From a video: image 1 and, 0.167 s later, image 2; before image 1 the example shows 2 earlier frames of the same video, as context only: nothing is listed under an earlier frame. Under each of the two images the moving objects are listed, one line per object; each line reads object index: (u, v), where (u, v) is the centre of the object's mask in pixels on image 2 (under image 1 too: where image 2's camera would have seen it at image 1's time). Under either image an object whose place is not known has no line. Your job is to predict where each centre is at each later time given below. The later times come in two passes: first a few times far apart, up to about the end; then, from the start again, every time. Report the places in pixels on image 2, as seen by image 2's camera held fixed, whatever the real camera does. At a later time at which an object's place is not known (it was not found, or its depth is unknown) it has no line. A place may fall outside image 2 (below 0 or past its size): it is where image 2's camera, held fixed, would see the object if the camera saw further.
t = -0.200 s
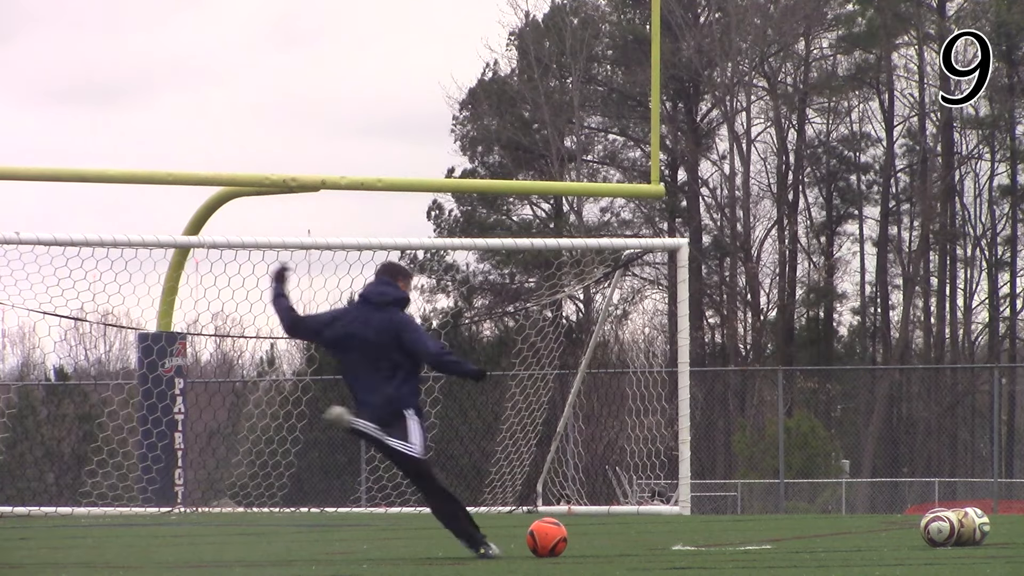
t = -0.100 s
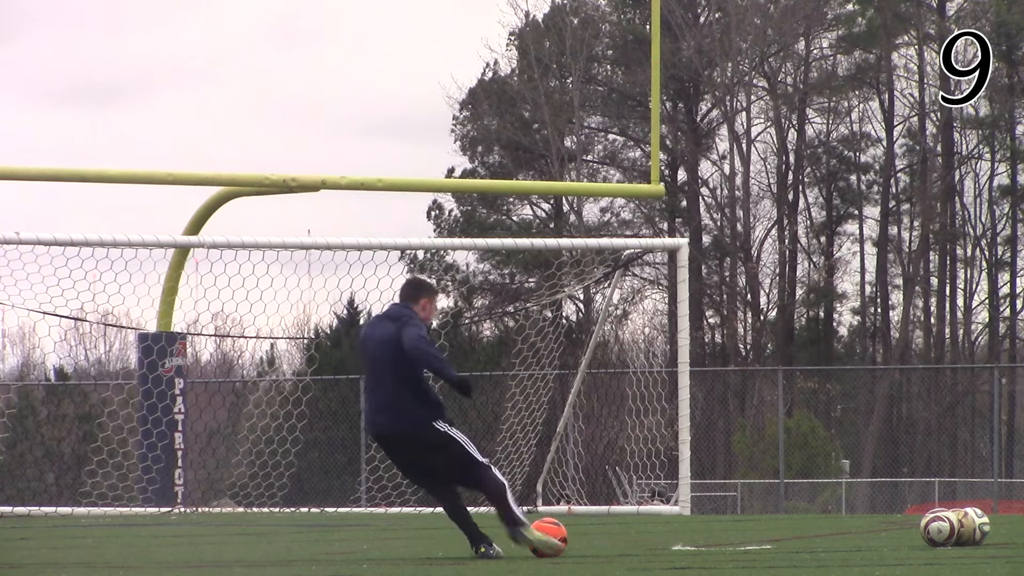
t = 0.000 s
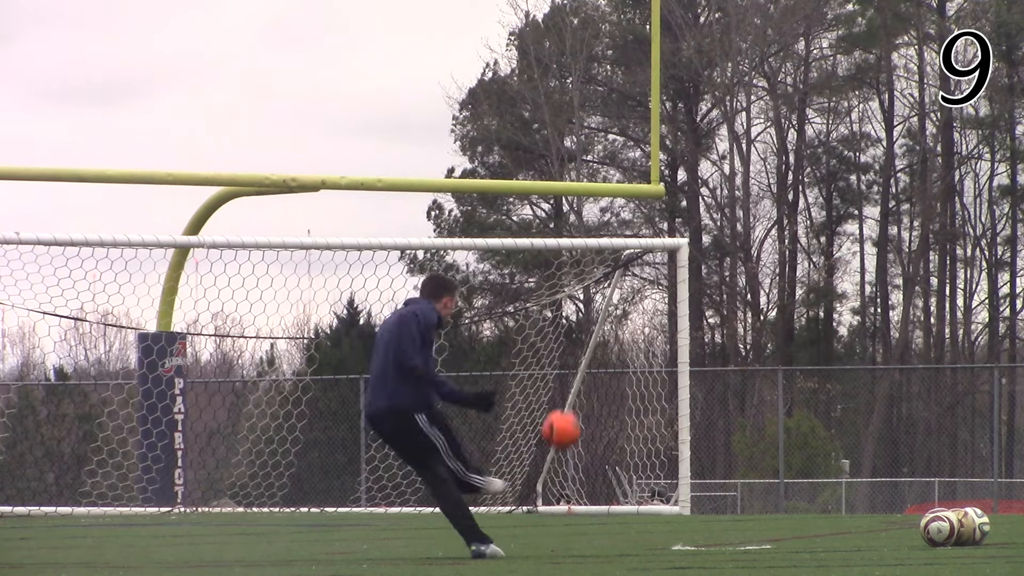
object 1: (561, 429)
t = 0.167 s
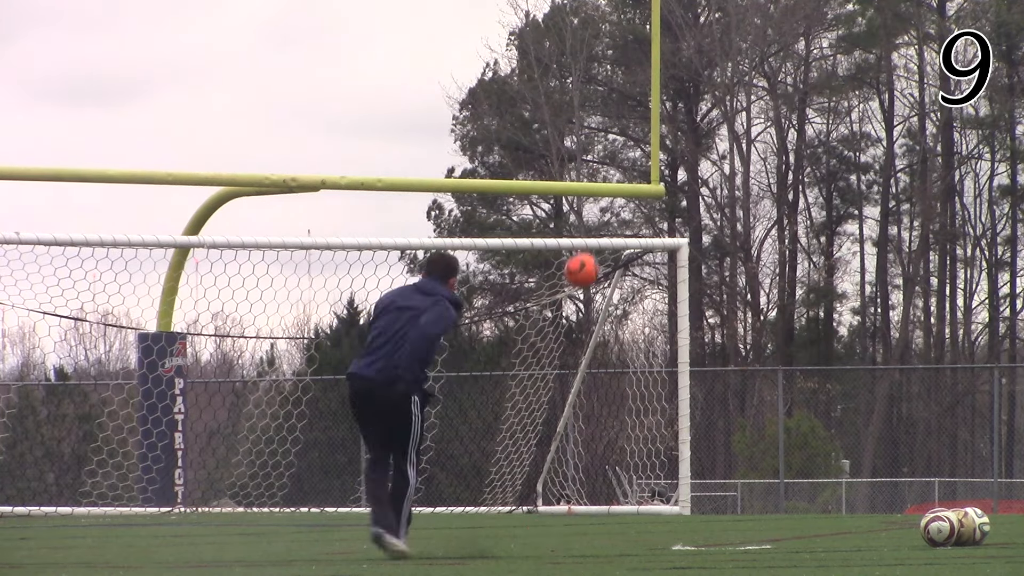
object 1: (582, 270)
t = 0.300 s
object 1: (603, 191)
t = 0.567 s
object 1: (636, 148)
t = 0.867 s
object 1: (661, 234)
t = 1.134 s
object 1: (574, 363)
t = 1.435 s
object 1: (479, 506)
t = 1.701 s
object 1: (457, 476)
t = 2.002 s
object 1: (453, 498)
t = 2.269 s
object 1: (457, 505)
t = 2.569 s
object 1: (461, 504)
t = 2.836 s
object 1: (453, 505)
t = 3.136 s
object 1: (453, 505)
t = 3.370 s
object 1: (457, 505)
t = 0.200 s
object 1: (586, 247)
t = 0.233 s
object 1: (591, 225)
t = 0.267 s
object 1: (597, 206)
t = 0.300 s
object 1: (603, 191)
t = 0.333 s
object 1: (609, 178)
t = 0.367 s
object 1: (615, 168)
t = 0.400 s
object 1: (620, 160)
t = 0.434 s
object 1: (624, 154)
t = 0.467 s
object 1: (628, 149)
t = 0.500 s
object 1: (631, 146)
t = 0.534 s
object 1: (633, 146)
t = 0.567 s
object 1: (636, 148)
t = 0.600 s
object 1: (639, 152)
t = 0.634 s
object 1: (642, 157)
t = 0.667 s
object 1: (646, 164)
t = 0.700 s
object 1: (649, 173)
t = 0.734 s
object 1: (652, 183)
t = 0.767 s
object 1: (654, 194)
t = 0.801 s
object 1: (656, 207)
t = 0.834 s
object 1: (659, 220)
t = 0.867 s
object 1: (661, 234)
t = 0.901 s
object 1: (664, 252)
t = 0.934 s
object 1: (666, 268)
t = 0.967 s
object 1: (661, 285)
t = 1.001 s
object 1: (648, 302)
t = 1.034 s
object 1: (630, 317)
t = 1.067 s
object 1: (611, 333)
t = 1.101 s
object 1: (594, 349)
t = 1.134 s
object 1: (574, 363)
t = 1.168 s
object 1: (564, 380)
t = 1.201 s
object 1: (552, 395)
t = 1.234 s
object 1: (539, 412)
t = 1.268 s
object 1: (527, 428)
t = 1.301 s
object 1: (516, 443)
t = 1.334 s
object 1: (507, 459)
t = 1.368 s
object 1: (497, 475)
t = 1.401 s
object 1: (488, 493)
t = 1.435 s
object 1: (479, 506)
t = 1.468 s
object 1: (475, 499)
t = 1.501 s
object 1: (471, 490)
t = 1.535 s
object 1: (468, 483)
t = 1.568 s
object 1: (465, 479)
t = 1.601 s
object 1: (462, 475)
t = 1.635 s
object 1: (460, 474)
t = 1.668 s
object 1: (457, 474)
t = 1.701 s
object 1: (457, 476)
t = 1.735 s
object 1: (456, 479)
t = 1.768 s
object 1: (456, 482)
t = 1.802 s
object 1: (457, 487)
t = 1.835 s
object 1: (455, 494)
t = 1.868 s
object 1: (455, 501)
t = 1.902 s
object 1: (456, 505)
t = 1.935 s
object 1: (455, 502)
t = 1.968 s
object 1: (454, 500)
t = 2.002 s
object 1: (453, 498)
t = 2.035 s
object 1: (452, 497)
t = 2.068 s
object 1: (453, 497)
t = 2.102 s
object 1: (453, 499)
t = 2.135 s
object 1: (454, 502)
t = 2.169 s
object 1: (455, 504)
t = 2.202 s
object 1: (455, 505)
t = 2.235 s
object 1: (456, 505)
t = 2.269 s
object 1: (457, 505)
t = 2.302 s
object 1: (458, 505)
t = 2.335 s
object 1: (459, 505)
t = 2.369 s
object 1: (459, 505)
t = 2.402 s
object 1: (461, 504)
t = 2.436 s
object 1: (461, 504)
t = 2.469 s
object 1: (461, 504)
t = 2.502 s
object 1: (462, 504)
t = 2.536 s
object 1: (461, 504)
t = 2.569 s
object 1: (461, 504)
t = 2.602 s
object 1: (460, 505)
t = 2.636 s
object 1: (460, 505)
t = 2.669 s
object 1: (459, 505)
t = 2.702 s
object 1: (458, 505)
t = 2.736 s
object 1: (456, 505)
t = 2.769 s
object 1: (455, 505)
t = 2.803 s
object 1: (454, 506)
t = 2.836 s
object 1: (453, 505)
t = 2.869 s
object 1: (452, 505)
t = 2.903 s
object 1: (452, 505)
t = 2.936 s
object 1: (452, 505)
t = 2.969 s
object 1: (452, 506)
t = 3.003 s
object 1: (452, 506)
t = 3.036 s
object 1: (451, 506)
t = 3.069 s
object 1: (452, 505)
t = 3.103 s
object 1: (452, 505)
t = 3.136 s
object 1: (453, 505)
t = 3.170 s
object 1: (454, 505)
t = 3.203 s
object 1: (455, 505)
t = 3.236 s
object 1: (456, 505)
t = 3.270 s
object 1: (456, 505)
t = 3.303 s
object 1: (457, 505)
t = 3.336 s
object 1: (457, 505)
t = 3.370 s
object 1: (457, 505)
